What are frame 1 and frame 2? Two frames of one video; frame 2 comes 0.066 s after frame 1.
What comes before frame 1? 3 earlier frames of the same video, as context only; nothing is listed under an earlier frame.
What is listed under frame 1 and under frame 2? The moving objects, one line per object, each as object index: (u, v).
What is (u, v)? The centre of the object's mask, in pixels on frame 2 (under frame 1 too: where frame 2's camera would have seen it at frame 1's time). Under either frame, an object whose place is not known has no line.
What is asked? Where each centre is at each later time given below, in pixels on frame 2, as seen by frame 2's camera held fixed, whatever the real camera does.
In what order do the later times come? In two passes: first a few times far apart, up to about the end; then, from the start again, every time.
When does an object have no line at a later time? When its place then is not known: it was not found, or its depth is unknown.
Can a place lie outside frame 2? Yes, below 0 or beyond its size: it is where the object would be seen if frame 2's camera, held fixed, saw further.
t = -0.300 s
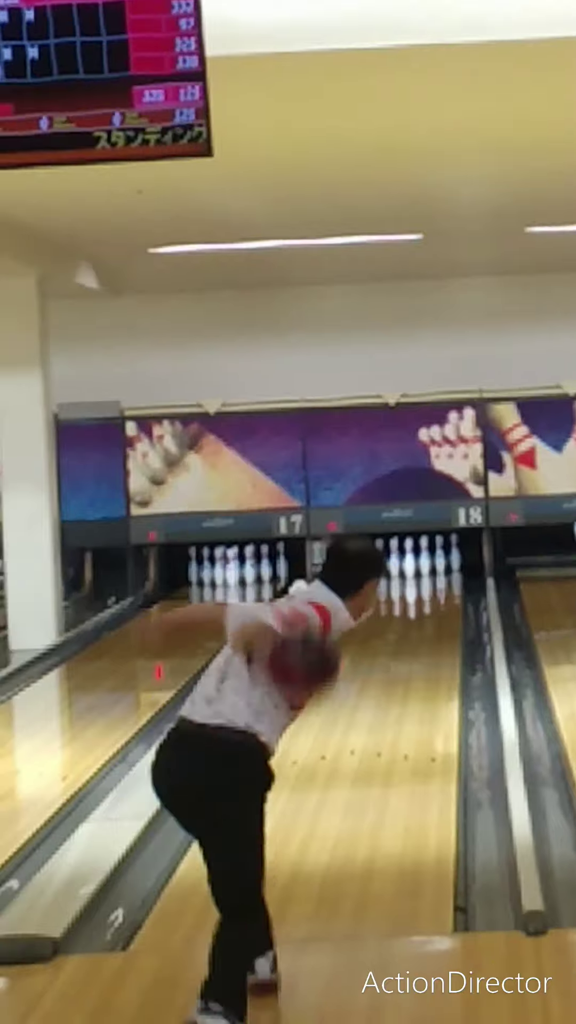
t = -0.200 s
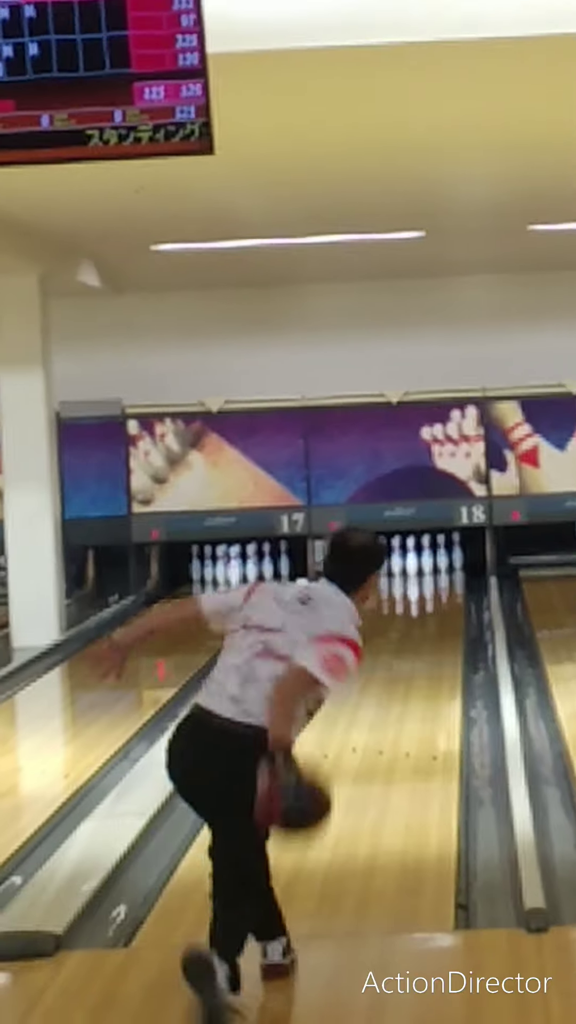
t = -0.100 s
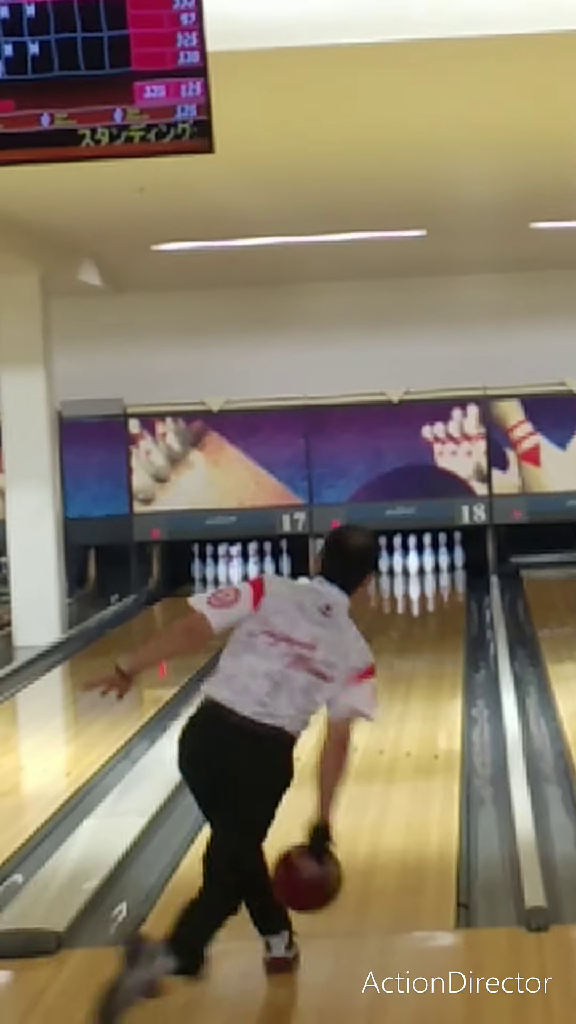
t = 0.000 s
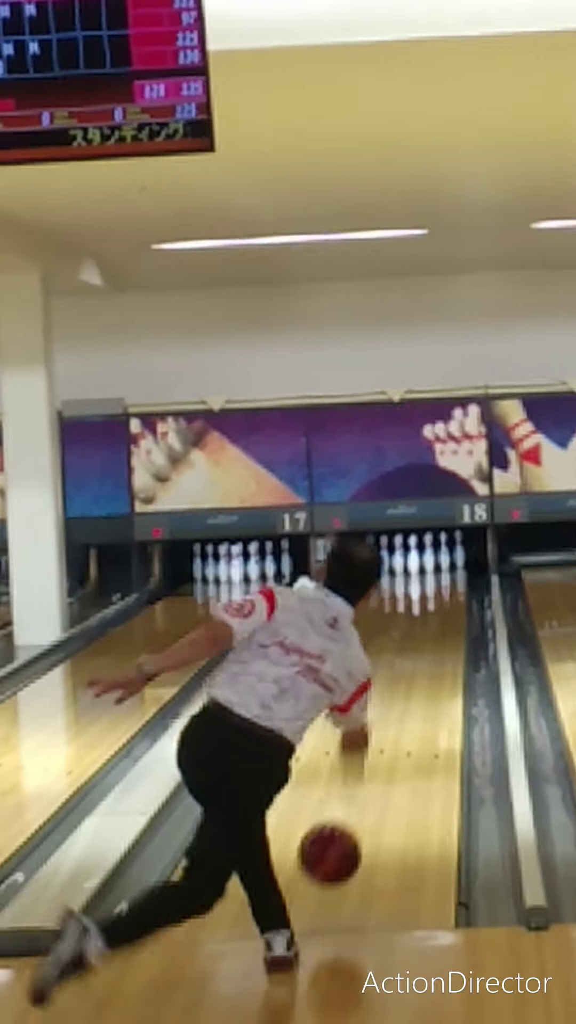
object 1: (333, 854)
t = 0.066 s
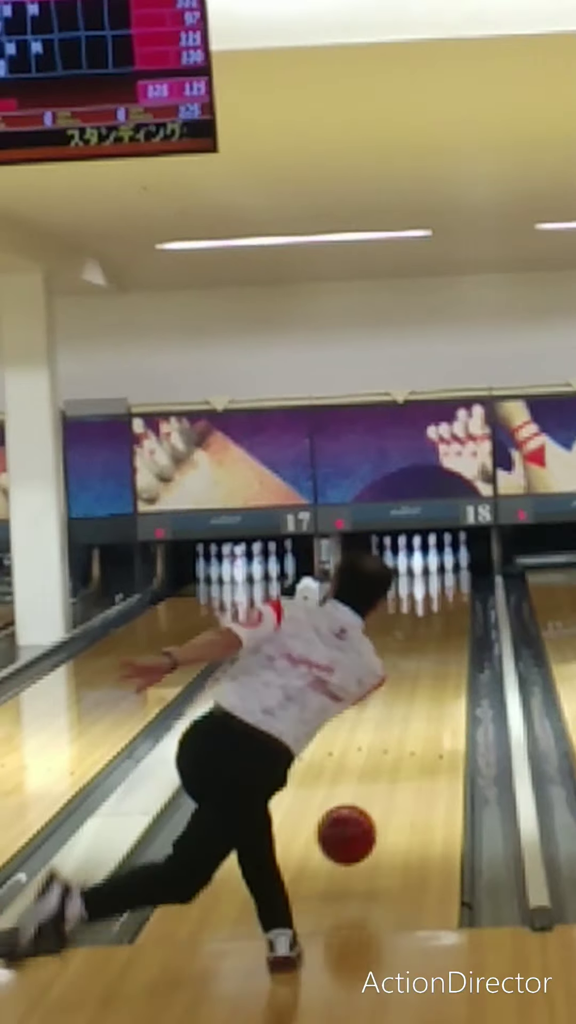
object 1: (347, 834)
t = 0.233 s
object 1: (375, 808)
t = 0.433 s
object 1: (398, 755)
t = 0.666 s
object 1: (417, 709)
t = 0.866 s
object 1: (429, 678)
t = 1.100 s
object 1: (439, 650)
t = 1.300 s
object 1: (445, 630)
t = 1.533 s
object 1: (449, 610)
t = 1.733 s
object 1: (448, 597)
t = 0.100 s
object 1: (354, 830)
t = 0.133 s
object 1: (359, 829)
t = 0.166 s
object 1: (365, 828)
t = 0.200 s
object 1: (370, 817)
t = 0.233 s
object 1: (375, 808)
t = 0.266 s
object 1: (380, 797)
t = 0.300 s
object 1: (383, 788)
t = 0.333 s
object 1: (387, 779)
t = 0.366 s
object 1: (391, 770)
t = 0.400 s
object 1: (395, 763)
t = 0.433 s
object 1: (398, 755)
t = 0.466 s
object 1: (401, 747)
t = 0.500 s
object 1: (404, 740)
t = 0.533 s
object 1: (407, 734)
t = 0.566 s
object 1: (410, 727)
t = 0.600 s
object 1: (413, 721)
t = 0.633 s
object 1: (415, 714)
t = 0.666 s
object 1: (417, 709)
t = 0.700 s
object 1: (419, 703)
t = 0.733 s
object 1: (422, 698)
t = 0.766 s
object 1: (424, 693)
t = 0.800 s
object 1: (426, 688)
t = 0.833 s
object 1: (427, 684)
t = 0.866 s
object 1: (429, 678)
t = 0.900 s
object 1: (430, 674)
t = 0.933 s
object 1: (432, 670)
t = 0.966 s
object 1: (433, 665)
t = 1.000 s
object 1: (435, 662)
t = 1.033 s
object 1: (436, 658)
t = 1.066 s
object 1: (438, 654)
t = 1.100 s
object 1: (439, 650)
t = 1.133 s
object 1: (441, 646)
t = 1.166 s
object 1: (441, 643)
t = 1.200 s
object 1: (442, 640)
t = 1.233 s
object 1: (442, 637)
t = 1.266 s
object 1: (443, 633)
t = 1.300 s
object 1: (445, 630)
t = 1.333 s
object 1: (445, 626)
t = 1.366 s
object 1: (446, 624)
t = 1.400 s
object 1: (445, 621)
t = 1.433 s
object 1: (446, 619)
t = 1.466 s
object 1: (447, 615)
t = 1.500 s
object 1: (448, 611)
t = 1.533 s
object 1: (449, 610)
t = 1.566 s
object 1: (449, 607)
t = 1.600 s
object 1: (448, 605)
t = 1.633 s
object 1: (449, 602)
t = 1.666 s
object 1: (448, 601)
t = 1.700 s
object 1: (447, 599)
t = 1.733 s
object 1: (448, 597)
